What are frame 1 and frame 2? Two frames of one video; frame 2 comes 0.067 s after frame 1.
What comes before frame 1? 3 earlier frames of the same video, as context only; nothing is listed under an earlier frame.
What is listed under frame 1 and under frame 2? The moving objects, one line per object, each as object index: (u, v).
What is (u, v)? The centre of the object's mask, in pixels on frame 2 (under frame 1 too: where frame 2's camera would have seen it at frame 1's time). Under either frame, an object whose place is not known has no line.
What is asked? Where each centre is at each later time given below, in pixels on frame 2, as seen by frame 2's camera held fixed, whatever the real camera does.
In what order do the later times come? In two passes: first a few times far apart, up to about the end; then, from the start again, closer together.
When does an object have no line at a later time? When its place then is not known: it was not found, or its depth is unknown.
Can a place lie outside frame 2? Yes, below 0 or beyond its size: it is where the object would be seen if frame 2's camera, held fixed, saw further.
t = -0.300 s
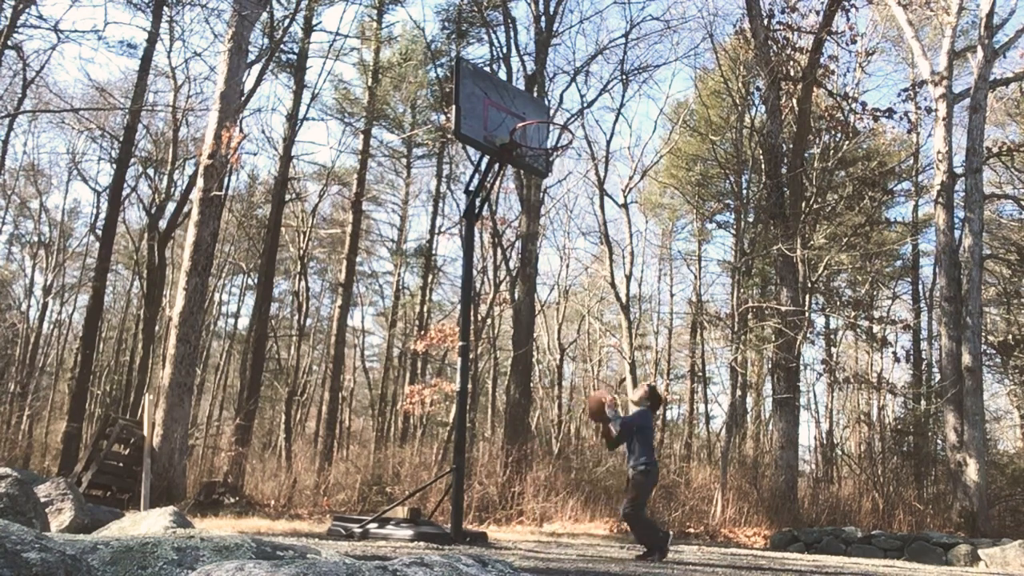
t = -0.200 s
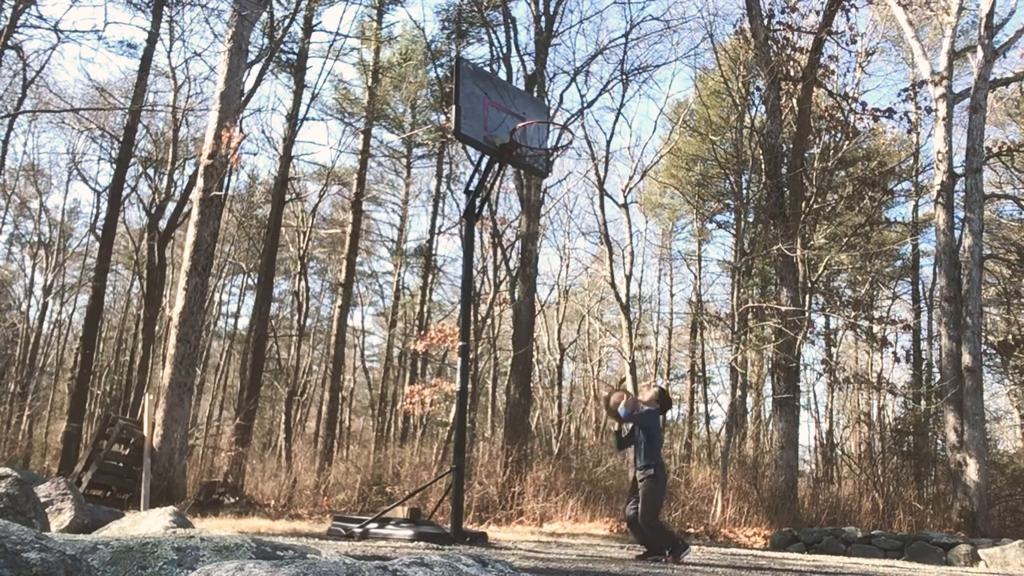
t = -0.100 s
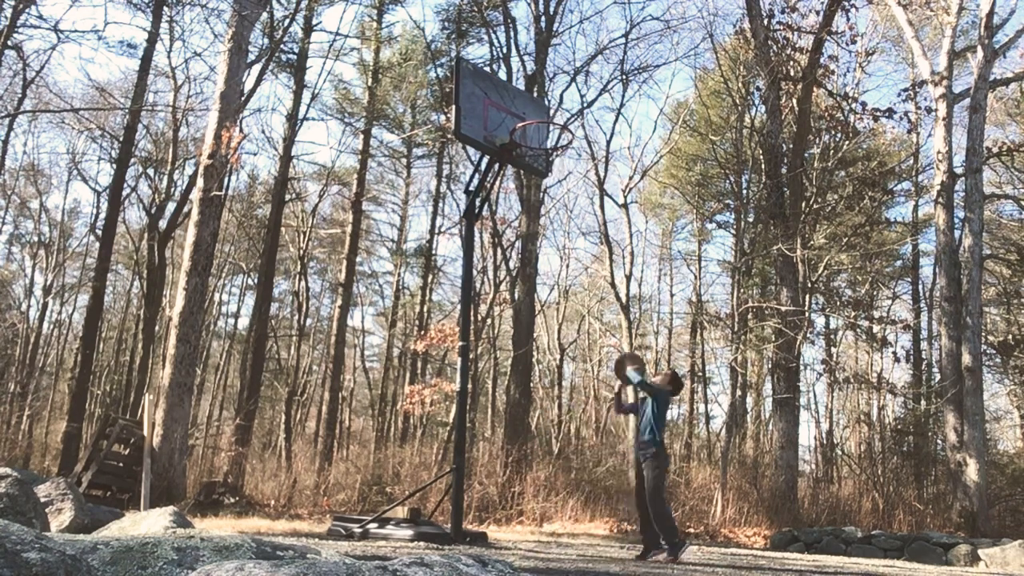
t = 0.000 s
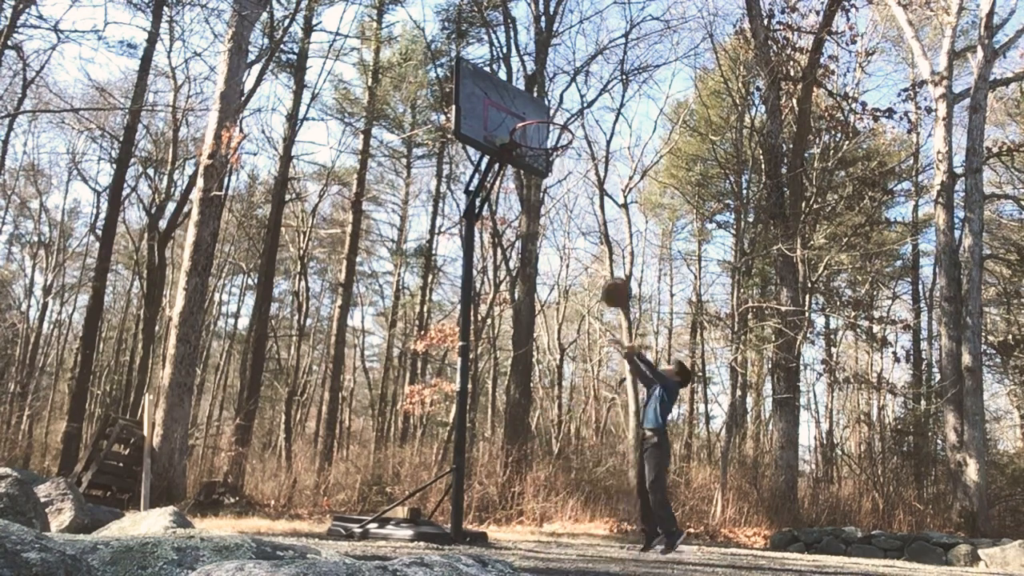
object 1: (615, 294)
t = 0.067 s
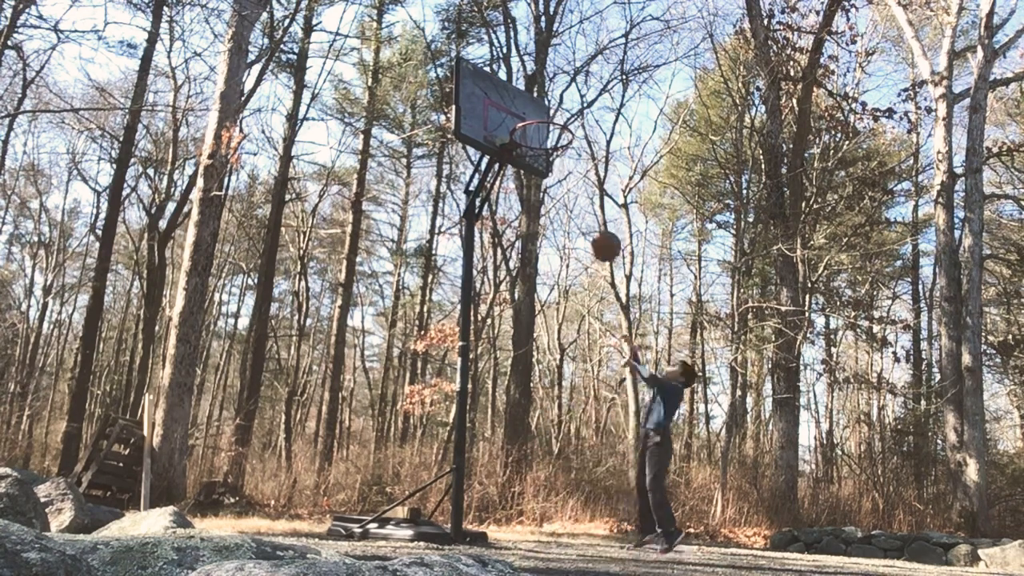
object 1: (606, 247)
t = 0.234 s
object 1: (578, 159)
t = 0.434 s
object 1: (543, 104)
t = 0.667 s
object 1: (533, 101)
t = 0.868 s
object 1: (528, 119)
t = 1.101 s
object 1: (536, 95)
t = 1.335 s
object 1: (541, 131)
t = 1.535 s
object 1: (541, 200)
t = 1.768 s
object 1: (535, 336)
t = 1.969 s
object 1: (526, 506)
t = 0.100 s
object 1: (600, 226)
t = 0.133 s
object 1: (594, 207)
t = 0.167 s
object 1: (589, 190)
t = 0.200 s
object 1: (583, 174)
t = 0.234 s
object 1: (578, 159)
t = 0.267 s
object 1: (573, 147)
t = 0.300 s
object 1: (567, 136)
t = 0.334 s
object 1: (562, 125)
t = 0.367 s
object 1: (556, 117)
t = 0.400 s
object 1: (551, 109)
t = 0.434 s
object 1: (543, 104)
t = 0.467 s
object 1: (539, 99)
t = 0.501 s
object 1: (538, 96)
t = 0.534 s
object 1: (537, 95)
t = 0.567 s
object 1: (536, 95)
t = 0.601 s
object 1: (536, 96)
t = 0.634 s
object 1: (535, 98)
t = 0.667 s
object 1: (533, 101)
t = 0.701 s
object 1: (532, 105)
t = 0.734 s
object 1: (530, 109)
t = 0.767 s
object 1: (529, 119)
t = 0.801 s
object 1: (526, 128)
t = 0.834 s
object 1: (526, 129)
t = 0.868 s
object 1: (528, 119)
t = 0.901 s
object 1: (530, 109)
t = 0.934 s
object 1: (531, 105)
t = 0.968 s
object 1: (532, 101)
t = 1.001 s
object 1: (534, 97)
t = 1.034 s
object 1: (535, 95)
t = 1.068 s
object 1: (536, 94)
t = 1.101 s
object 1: (536, 95)
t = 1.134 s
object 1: (537, 96)
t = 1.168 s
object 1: (538, 98)
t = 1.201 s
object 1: (538, 102)
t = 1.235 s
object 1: (540, 107)
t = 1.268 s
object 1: (541, 114)
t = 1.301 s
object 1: (541, 123)
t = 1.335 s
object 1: (541, 131)
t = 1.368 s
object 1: (542, 139)
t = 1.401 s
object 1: (541, 151)
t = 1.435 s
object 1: (541, 161)
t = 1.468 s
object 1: (542, 172)
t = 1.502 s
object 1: (542, 185)
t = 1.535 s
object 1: (541, 200)
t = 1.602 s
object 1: (539, 232)
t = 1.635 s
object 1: (538, 249)
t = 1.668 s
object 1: (538, 269)
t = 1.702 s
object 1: (537, 289)
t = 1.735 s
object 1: (537, 311)
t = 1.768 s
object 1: (535, 336)
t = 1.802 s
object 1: (534, 360)
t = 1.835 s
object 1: (532, 387)
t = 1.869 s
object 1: (530, 415)
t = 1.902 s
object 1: (529, 444)
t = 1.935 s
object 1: (527, 474)
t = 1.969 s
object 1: (526, 506)
